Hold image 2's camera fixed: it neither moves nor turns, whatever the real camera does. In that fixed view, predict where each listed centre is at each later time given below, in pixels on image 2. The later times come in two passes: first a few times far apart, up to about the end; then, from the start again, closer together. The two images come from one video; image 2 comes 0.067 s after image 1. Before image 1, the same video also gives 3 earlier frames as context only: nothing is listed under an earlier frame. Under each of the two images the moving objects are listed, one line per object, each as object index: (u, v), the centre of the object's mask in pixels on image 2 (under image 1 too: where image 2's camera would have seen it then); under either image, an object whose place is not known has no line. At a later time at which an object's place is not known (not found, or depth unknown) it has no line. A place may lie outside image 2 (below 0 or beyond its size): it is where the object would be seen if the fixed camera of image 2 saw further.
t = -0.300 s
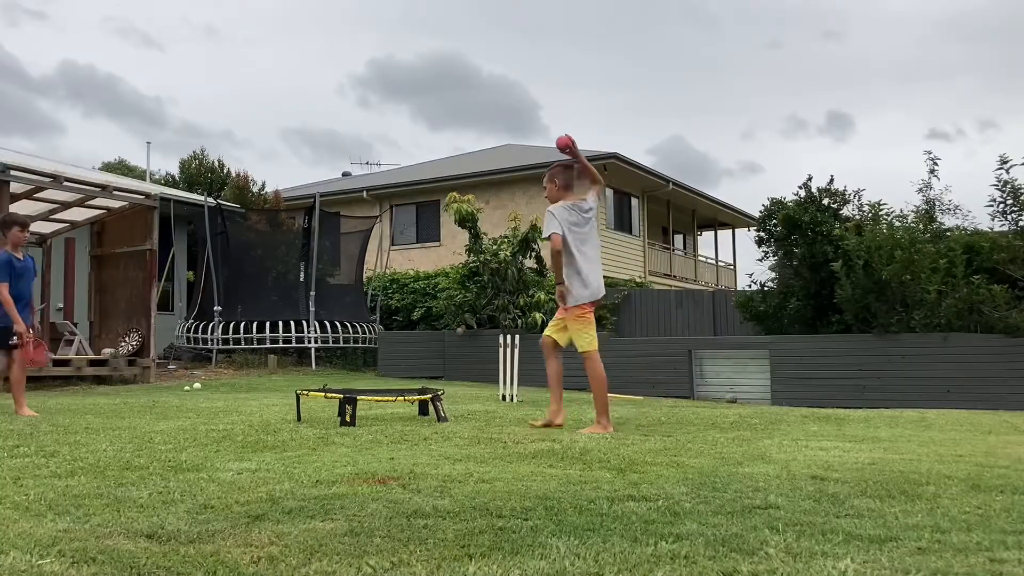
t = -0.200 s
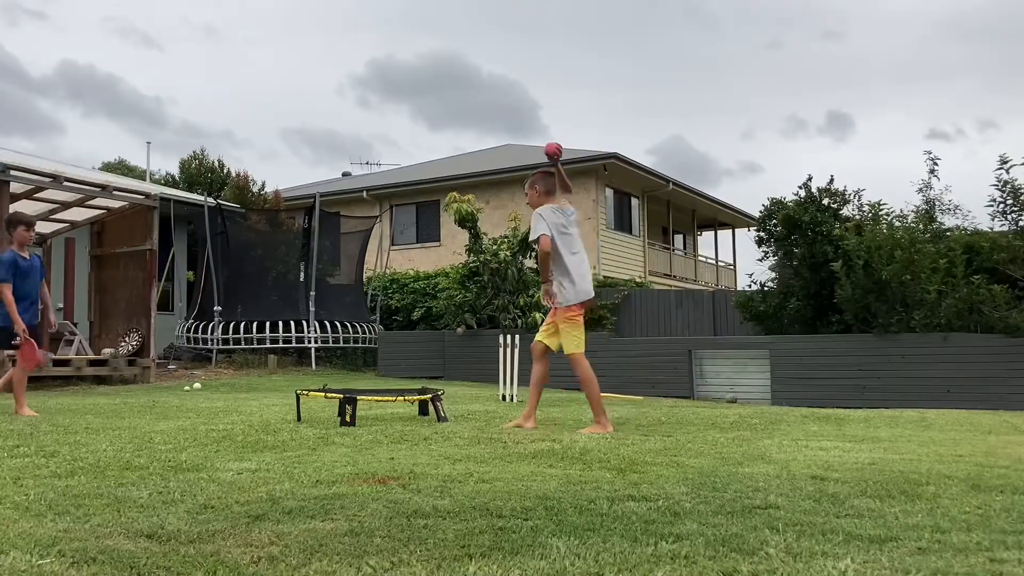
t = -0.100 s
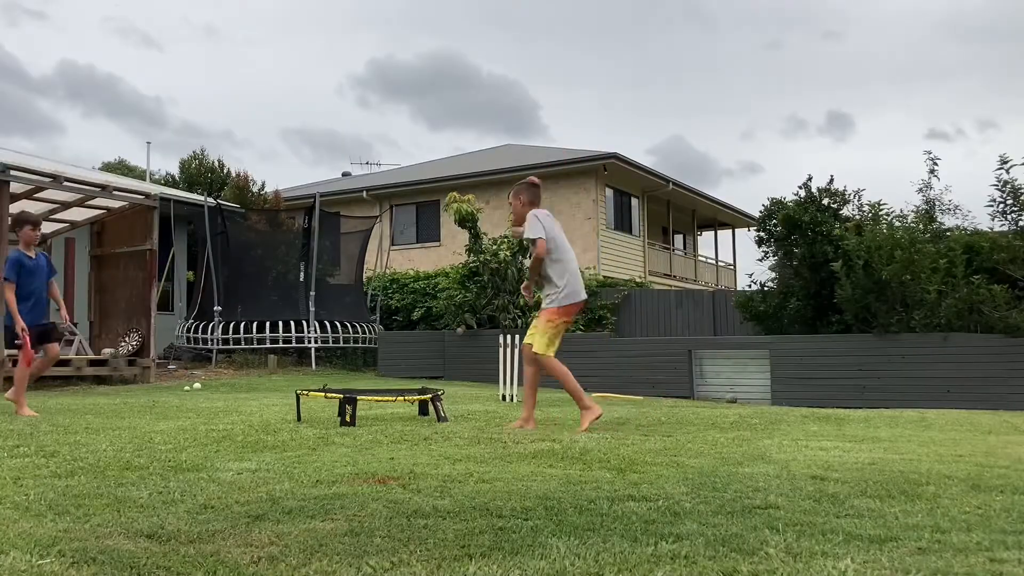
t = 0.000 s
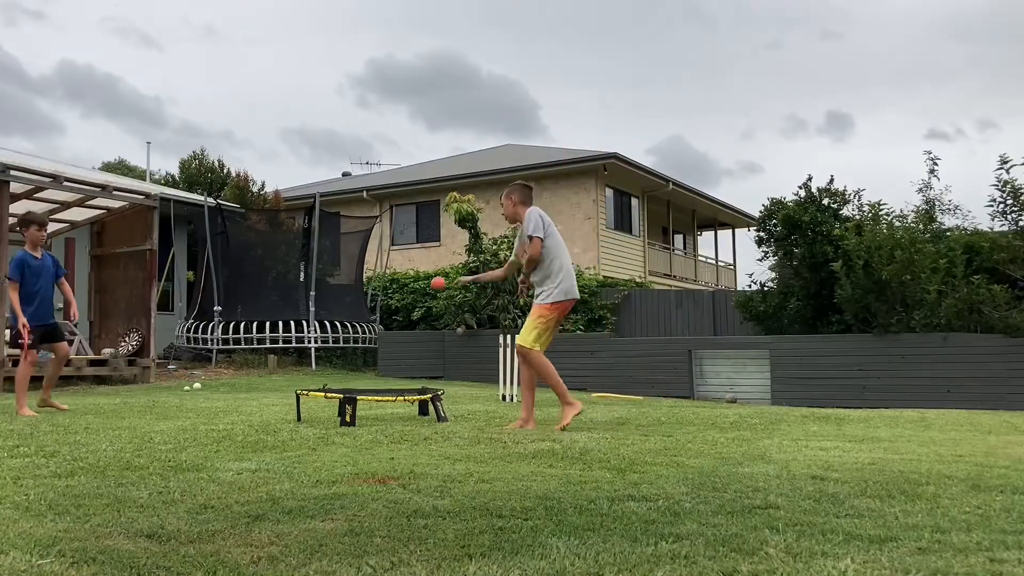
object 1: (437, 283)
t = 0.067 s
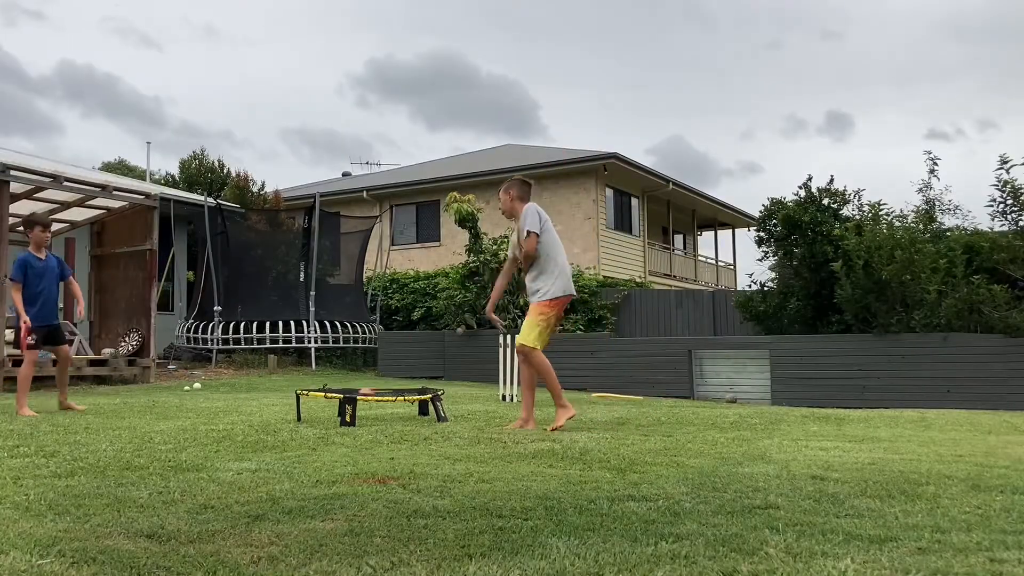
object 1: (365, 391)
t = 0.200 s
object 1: (324, 324)
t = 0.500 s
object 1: (256, 168)
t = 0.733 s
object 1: (206, 146)
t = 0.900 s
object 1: (172, 176)
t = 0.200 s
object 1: (324, 324)
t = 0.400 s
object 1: (278, 202)
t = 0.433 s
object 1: (270, 190)
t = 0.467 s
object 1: (263, 178)
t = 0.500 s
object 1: (256, 168)
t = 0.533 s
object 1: (248, 160)
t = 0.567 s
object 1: (241, 153)
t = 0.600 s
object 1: (234, 149)
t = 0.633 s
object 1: (227, 146)
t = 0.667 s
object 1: (220, 144)
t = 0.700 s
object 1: (213, 144)
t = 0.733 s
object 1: (206, 146)
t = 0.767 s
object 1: (200, 149)
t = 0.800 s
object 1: (192, 153)
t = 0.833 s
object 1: (186, 159)
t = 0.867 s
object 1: (179, 167)
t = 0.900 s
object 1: (172, 176)
